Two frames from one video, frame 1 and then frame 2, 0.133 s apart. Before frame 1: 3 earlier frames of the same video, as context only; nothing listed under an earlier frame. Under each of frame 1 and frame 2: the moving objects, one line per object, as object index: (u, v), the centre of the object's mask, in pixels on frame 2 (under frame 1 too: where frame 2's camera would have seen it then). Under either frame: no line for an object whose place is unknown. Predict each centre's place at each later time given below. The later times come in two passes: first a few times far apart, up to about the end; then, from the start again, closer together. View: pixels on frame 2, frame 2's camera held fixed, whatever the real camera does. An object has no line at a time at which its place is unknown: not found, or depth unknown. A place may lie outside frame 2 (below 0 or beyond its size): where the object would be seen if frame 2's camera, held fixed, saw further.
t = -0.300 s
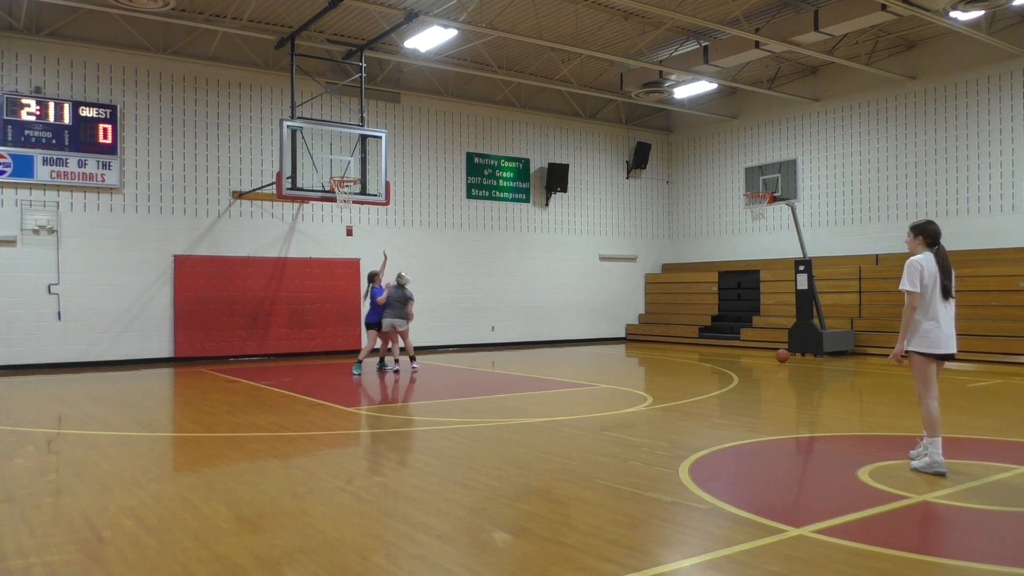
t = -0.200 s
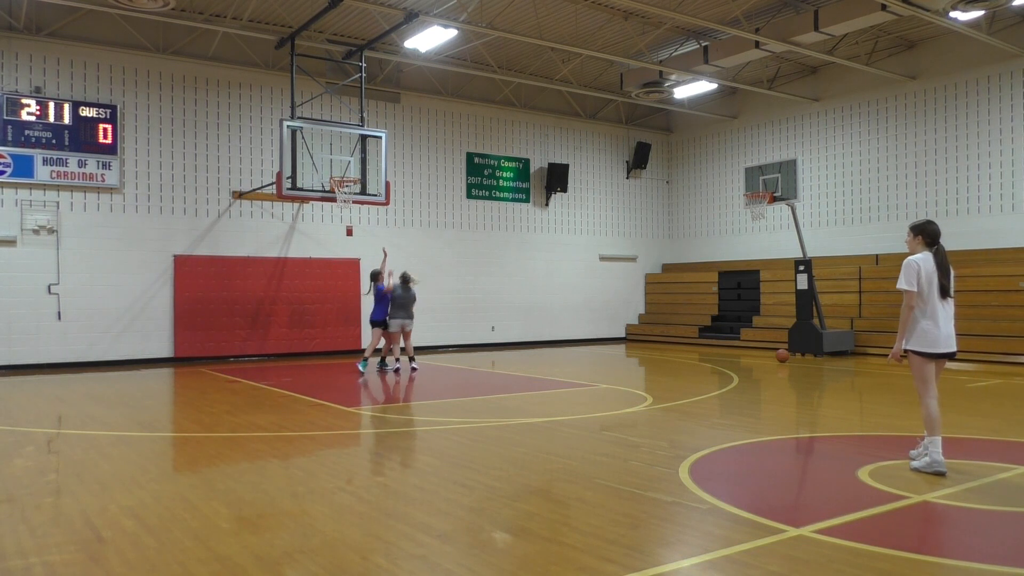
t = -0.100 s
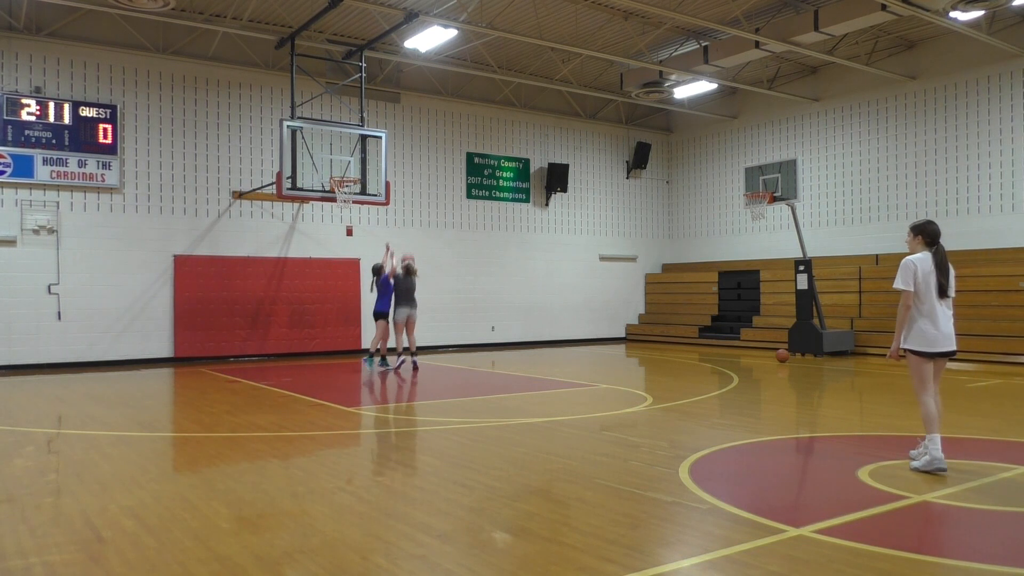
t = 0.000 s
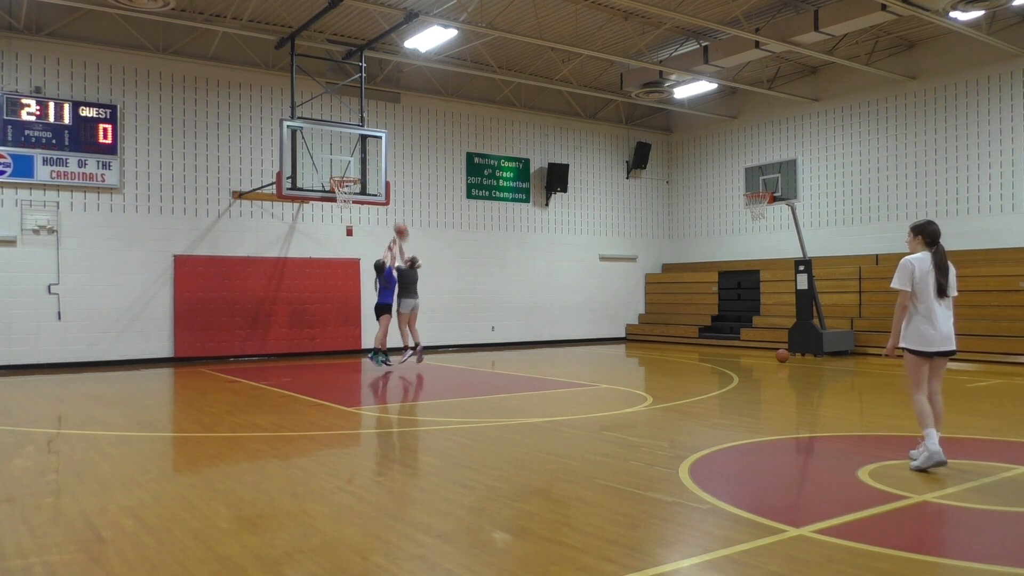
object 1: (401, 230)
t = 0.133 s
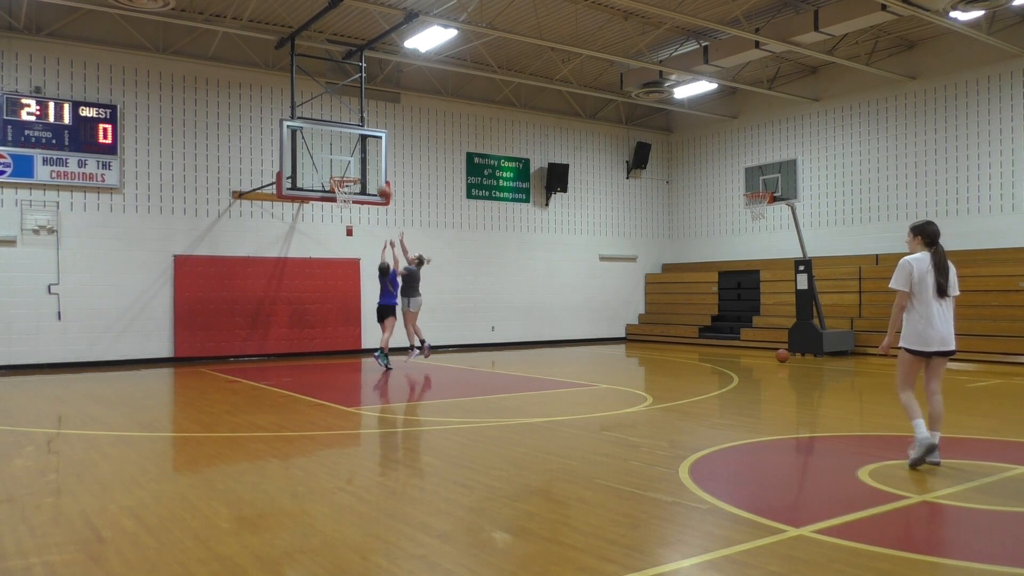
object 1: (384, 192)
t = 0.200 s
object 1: (376, 177)
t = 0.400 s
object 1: (360, 154)
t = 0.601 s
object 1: (352, 161)
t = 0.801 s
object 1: (345, 192)
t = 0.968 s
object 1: (343, 213)
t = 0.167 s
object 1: (380, 184)
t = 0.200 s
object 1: (376, 177)
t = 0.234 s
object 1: (373, 171)
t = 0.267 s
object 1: (368, 164)
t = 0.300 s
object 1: (364, 160)
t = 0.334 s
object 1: (362, 157)
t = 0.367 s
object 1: (360, 155)
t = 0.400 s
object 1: (360, 154)
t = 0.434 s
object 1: (359, 153)
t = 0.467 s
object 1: (358, 154)
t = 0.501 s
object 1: (356, 154)
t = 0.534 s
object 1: (355, 156)
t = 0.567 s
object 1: (354, 159)
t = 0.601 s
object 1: (352, 161)
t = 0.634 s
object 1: (351, 165)
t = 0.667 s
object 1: (350, 169)
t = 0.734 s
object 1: (347, 180)
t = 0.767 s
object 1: (347, 185)
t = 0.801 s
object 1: (345, 192)
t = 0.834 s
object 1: (344, 197)
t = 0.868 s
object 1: (344, 201)
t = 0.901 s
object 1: (344, 203)
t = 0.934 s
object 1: (344, 208)
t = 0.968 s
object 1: (343, 213)
